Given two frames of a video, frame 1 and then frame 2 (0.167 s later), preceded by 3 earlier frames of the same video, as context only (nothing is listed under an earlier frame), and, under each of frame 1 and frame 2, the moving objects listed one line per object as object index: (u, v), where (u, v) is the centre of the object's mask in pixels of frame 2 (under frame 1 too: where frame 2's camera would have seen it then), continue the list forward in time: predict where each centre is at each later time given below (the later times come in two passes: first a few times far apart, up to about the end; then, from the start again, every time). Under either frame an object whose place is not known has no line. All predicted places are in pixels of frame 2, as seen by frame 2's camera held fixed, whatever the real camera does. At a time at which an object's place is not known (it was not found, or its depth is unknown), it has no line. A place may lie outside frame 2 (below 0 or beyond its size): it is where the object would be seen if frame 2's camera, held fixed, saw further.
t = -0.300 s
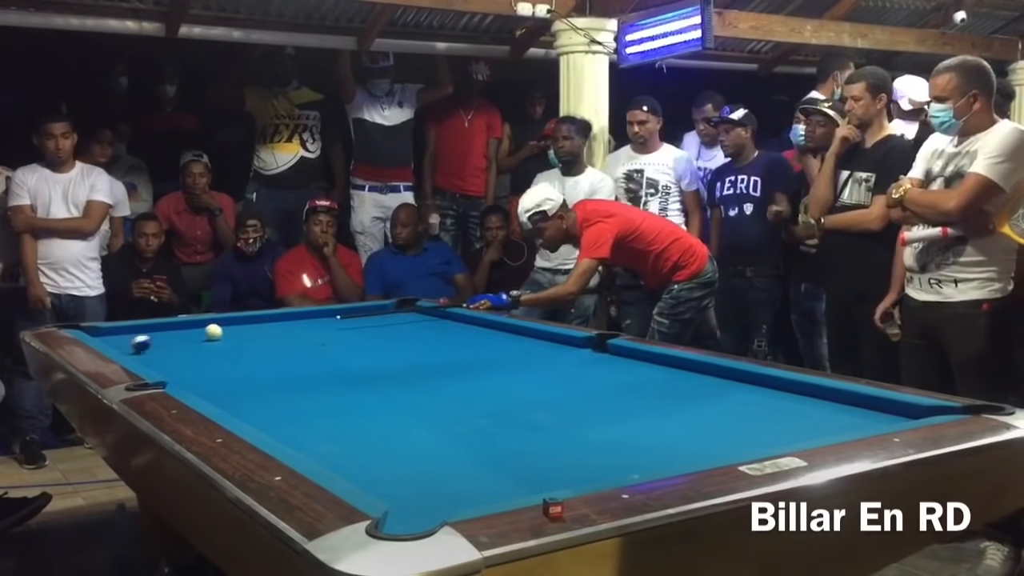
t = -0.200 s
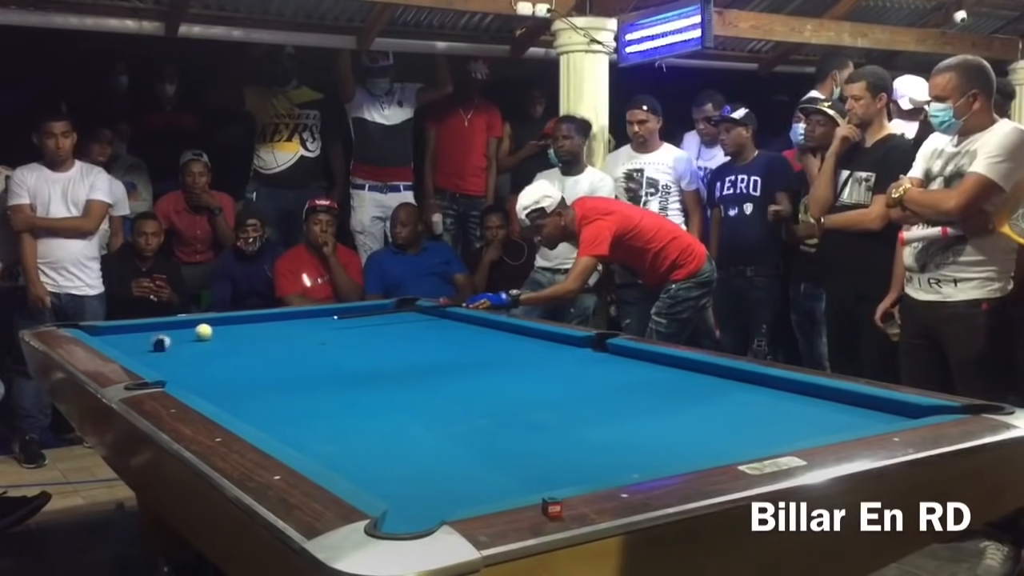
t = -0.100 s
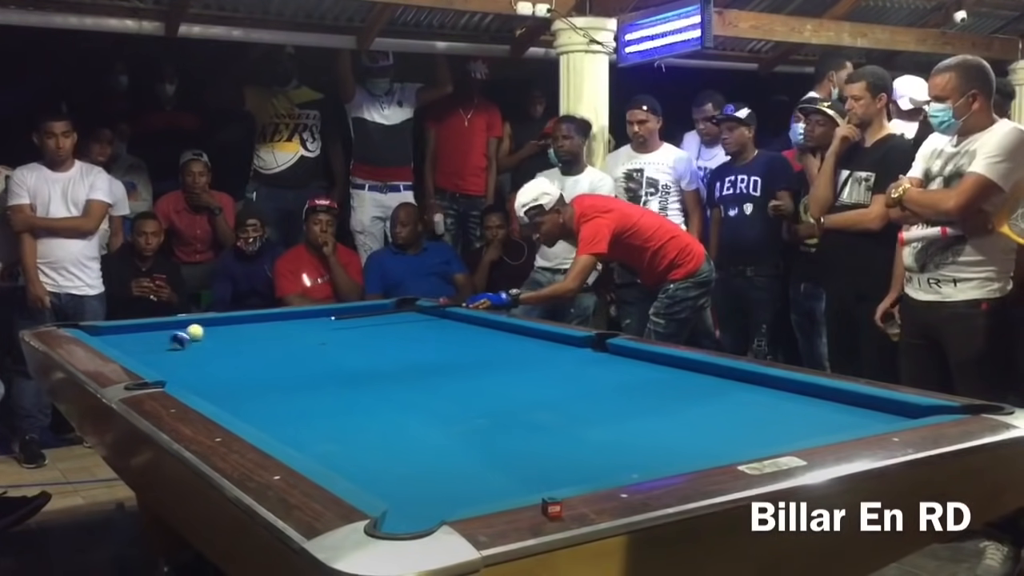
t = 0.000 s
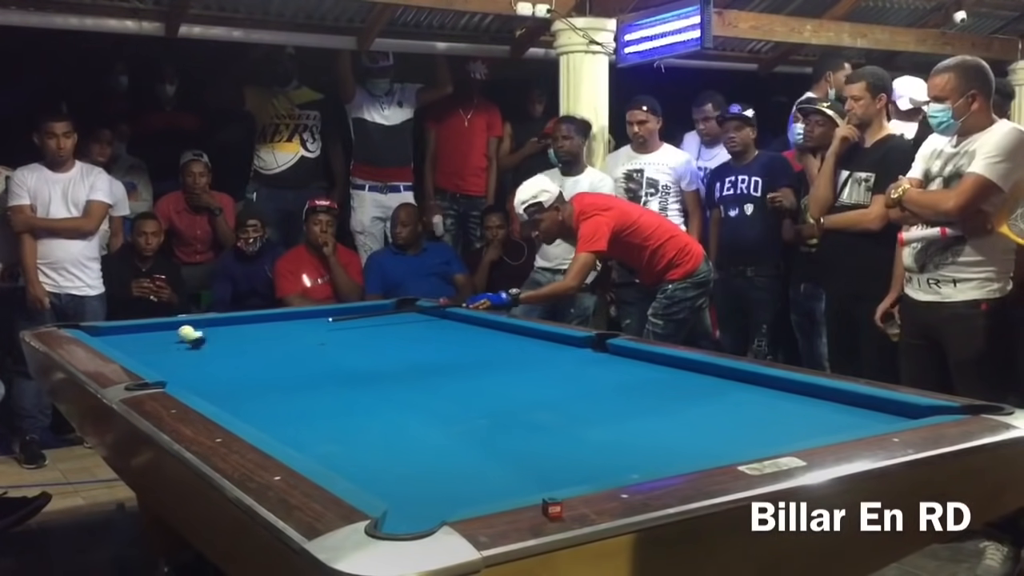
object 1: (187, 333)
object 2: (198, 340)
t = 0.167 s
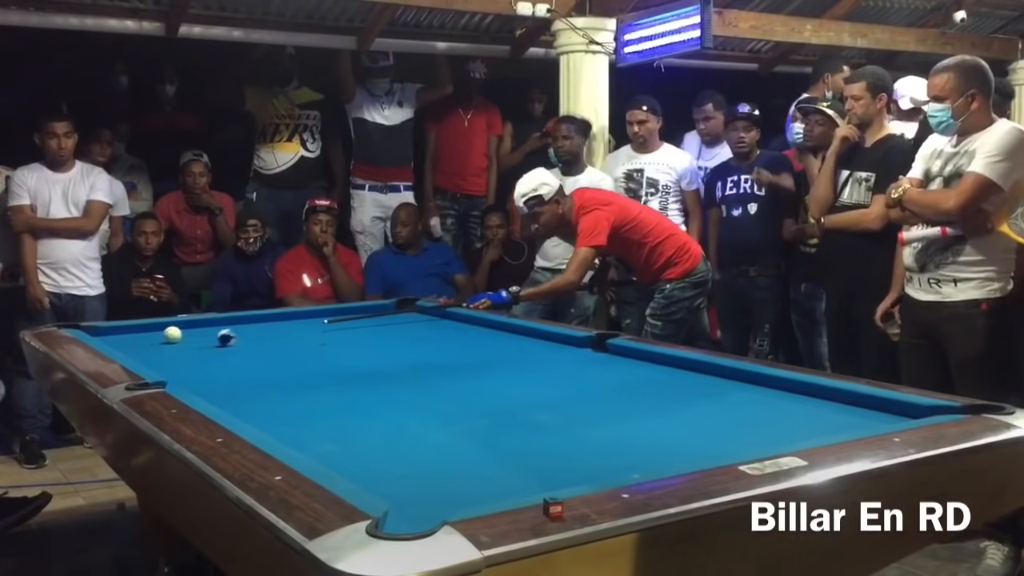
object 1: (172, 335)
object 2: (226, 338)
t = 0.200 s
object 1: (170, 335)
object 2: (232, 337)
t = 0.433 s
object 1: (151, 336)
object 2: (270, 335)
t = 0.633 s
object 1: (137, 337)
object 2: (298, 333)
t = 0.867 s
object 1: (122, 338)
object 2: (330, 331)
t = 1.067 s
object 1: (111, 338)
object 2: (354, 328)
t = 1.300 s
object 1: (104, 338)
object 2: (382, 326)
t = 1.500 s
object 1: (109, 337)
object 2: (404, 325)
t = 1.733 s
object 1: (114, 338)
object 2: (428, 322)
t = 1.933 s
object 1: (117, 338)
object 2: (447, 322)
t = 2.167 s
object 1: (119, 338)
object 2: (468, 320)
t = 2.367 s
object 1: (119, 338)
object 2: (465, 320)
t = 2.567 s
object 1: (119, 338)
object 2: (453, 321)
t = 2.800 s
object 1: (119, 338)
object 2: (444, 322)
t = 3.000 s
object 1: (119, 338)
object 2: (436, 323)
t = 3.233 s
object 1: (119, 338)
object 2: (428, 325)
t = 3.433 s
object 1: (119, 338)
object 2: (422, 324)
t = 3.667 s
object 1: (119, 338)
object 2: (416, 325)
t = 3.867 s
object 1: (119, 338)
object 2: (412, 326)
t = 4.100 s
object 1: (119, 338)
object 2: (409, 326)
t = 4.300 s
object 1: (119, 338)
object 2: (406, 327)
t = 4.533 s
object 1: (119, 338)
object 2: (406, 327)
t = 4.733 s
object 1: (119, 338)
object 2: (406, 327)
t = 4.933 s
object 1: (119, 338)
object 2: (406, 327)
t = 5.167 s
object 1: (119, 338)
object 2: (406, 327)
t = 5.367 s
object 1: (119, 338)
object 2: (406, 327)
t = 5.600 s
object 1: (119, 338)
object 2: (406, 327)
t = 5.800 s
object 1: (119, 338)
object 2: (406, 327)
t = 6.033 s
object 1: (119, 338)
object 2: (406, 327)
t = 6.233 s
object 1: (119, 338)
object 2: (406, 327)
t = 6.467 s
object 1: (119, 338)
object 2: (406, 327)
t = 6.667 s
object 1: (119, 338)
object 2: (406, 327)
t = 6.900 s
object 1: (119, 338)
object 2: (406, 327)
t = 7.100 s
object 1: (119, 338)
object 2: (406, 327)
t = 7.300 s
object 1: (119, 338)
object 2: (406, 327)
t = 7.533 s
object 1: (119, 338)
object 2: (406, 327)
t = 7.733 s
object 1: (119, 338)
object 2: (406, 327)
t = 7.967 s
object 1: (119, 338)
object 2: (406, 327)
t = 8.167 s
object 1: (119, 338)
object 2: (406, 327)
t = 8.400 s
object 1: (119, 338)
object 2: (406, 327)
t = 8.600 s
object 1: (119, 338)
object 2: (406, 327)
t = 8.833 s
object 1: (119, 338)
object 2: (406, 327)
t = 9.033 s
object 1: (119, 338)
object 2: (406, 327)
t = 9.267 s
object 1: (119, 338)
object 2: (406, 327)
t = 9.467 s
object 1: (119, 338)
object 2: (406, 327)
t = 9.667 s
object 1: (119, 338)
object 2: (406, 327)
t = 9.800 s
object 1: (119, 338)
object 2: (406, 327)
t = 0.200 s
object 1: (170, 335)
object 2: (232, 337)
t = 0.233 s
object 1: (167, 335)
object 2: (238, 337)
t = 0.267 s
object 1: (164, 335)
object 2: (243, 337)
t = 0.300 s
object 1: (162, 335)
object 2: (247, 336)
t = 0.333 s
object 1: (159, 335)
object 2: (252, 336)
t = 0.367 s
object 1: (157, 335)
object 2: (258, 335)
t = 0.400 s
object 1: (154, 336)
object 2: (264, 335)
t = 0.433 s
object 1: (151, 336)
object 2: (270, 335)
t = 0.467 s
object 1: (149, 336)
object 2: (274, 335)
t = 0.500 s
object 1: (147, 336)
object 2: (278, 334)
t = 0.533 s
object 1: (144, 336)
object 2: (283, 333)
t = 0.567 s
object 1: (142, 337)
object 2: (289, 332)
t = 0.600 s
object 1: (140, 337)
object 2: (295, 331)
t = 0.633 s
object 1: (137, 337)
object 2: (298, 333)
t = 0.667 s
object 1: (135, 337)
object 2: (301, 333)
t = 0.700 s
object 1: (133, 337)
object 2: (307, 332)
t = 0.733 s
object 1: (131, 337)
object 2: (312, 331)
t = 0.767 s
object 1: (128, 337)
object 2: (317, 331)
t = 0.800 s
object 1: (126, 338)
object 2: (322, 331)
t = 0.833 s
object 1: (125, 338)
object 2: (326, 331)
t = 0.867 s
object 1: (122, 338)
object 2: (330, 331)
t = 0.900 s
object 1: (120, 338)
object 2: (333, 329)
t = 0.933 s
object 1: (118, 338)
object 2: (339, 328)
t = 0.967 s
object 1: (116, 338)
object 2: (343, 329)
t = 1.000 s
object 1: (115, 338)
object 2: (349, 329)
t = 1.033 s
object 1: (113, 338)
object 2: (351, 329)
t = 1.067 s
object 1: (111, 338)
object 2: (354, 328)
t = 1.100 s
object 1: (110, 338)
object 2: (359, 328)
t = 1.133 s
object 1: (108, 338)
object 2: (363, 327)
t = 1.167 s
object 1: (106, 338)
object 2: (368, 327)
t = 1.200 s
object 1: (104, 338)
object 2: (373, 327)
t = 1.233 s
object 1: (103, 337)
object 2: (376, 327)
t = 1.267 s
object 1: (103, 338)
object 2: (379, 327)
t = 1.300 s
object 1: (104, 338)
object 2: (382, 326)
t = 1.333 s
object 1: (105, 337)
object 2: (387, 325)
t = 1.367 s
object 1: (106, 337)
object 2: (390, 325)
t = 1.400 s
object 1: (107, 337)
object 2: (395, 325)
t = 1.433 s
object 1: (107, 337)
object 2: (398, 325)
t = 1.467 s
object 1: (108, 337)
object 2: (401, 325)
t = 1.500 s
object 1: (109, 337)
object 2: (404, 325)
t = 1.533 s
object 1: (110, 338)
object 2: (408, 324)
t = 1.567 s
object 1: (111, 338)
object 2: (412, 323)
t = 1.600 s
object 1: (112, 338)
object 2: (416, 323)
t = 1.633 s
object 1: (112, 338)
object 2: (421, 323)
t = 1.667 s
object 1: (113, 338)
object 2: (423, 323)
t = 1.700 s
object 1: (113, 338)
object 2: (425, 323)
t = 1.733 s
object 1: (114, 338)
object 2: (428, 322)
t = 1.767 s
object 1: (115, 338)
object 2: (431, 322)
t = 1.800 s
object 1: (115, 338)
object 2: (435, 322)
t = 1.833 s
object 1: (116, 338)
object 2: (439, 322)
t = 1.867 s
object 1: (116, 338)
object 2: (442, 321)
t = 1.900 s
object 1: (116, 338)
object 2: (445, 322)
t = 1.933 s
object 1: (117, 338)
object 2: (447, 322)
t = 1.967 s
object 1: (117, 338)
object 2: (450, 321)
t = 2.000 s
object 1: (118, 338)
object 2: (453, 321)
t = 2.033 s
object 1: (118, 338)
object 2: (456, 320)
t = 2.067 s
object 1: (118, 338)
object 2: (459, 320)
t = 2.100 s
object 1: (118, 338)
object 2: (463, 320)
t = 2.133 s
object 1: (118, 338)
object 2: (466, 320)
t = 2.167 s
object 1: (119, 338)
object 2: (468, 320)
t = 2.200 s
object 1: (119, 338)
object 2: (470, 320)
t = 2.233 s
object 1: (119, 338)
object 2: (470, 320)
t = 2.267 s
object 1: (119, 338)
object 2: (469, 320)
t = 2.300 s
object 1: (119, 338)
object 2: (468, 320)
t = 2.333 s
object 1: (119, 338)
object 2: (466, 321)
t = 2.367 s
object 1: (119, 338)
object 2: (465, 320)
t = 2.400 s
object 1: (119, 338)
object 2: (462, 320)
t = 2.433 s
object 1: (119, 338)
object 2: (461, 320)
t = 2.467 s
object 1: (119, 338)
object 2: (458, 320)
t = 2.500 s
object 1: (119, 338)
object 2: (457, 321)
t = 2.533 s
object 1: (119, 338)
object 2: (455, 321)
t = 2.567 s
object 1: (119, 338)
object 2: (453, 321)
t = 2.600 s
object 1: (119, 338)
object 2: (452, 322)
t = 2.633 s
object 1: (119, 338)
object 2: (450, 322)
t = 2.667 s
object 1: (119, 338)
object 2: (448, 323)
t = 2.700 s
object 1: (119, 338)
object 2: (448, 323)
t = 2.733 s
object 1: (119, 338)
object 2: (447, 323)
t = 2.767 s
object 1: (119, 338)
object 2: (446, 323)
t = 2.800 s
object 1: (119, 338)
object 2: (444, 322)
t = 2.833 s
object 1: (119, 338)
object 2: (442, 322)
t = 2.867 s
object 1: (119, 338)
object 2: (441, 322)
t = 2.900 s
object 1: (119, 338)
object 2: (440, 323)
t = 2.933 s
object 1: (119, 338)
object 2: (438, 323)
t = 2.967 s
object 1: (119, 338)
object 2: (437, 323)
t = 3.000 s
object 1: (119, 338)
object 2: (436, 323)
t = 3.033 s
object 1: (119, 338)
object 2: (434, 323)
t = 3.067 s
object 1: (119, 338)
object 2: (433, 324)
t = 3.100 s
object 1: (119, 338)
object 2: (432, 324)
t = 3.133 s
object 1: (119, 338)
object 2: (431, 324)
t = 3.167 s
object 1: (119, 338)
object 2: (430, 324)
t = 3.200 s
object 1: (119, 338)
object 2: (429, 324)
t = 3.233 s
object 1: (119, 338)
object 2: (428, 325)
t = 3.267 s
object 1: (119, 338)
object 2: (427, 325)
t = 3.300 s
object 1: (119, 338)
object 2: (426, 325)
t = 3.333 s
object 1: (119, 338)
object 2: (425, 325)
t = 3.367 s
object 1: (119, 338)
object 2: (424, 324)
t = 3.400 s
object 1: (119, 338)
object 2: (423, 324)
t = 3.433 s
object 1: (119, 338)
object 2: (422, 324)
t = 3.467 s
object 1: (119, 338)
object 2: (421, 325)
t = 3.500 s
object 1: (119, 338)
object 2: (420, 325)
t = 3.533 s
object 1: (119, 338)
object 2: (419, 325)
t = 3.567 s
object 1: (119, 338)
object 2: (418, 325)
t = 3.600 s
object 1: (119, 338)
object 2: (417, 325)
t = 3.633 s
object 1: (119, 338)
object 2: (417, 325)
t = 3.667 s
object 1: (119, 338)
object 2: (416, 325)
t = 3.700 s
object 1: (119, 338)
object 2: (415, 325)
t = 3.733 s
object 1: (119, 338)
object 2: (414, 325)
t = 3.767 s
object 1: (119, 338)
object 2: (414, 326)
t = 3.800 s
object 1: (119, 338)
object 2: (413, 325)
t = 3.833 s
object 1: (119, 338)
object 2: (413, 326)
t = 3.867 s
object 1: (119, 338)
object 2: (412, 326)
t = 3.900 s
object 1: (119, 338)
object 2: (411, 326)
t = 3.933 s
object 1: (119, 338)
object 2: (411, 326)
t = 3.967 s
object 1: (119, 338)
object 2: (410, 326)
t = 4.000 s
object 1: (119, 338)
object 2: (410, 326)
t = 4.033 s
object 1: (119, 338)
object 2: (409, 326)
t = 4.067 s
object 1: (119, 338)
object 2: (409, 326)
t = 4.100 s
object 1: (119, 338)
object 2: (409, 326)
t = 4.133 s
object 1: (119, 338)
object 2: (408, 326)
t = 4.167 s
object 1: (119, 338)
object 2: (408, 326)
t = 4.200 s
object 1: (119, 338)
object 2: (408, 326)
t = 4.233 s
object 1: (119, 338)
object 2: (407, 327)
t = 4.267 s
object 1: (119, 338)
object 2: (407, 327)
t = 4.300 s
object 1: (119, 338)
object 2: (406, 327)
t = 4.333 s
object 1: (119, 338)
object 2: (406, 327)
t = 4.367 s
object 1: (119, 338)
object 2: (406, 327)
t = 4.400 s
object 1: (119, 338)
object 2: (406, 327)
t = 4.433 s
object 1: (119, 338)
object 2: (406, 327)
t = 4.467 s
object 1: (119, 338)
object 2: (406, 327)
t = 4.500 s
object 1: (119, 338)
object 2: (406, 327)
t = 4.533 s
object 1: (119, 338)
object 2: (406, 327)
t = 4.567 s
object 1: (119, 338)
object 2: (406, 327)
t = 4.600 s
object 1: (119, 338)
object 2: (406, 327)
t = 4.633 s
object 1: (119, 338)
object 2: (406, 327)
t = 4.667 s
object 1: (119, 338)
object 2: (406, 327)
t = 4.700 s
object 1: (119, 338)
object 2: (406, 327)
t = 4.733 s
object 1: (119, 338)
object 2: (406, 327)
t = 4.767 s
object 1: (119, 338)
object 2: (406, 327)
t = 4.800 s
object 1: (119, 338)
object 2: (406, 327)
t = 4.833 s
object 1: (119, 338)
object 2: (406, 327)
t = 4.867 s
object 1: (119, 338)
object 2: (406, 327)
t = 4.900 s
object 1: (119, 338)
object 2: (406, 327)
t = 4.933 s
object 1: (119, 338)
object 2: (406, 327)
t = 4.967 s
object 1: (119, 338)
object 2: (406, 327)
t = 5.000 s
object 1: (119, 337)
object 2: (406, 327)
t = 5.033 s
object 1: (119, 338)
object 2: (406, 327)
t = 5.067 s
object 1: (119, 338)
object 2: (406, 327)
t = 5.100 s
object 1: (119, 338)
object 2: (406, 327)
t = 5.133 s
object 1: (119, 338)
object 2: (406, 327)
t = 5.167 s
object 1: (119, 338)
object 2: (406, 327)
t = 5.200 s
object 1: (119, 338)
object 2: (406, 327)
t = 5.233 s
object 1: (119, 338)
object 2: (406, 327)
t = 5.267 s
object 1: (119, 338)
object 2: (406, 327)
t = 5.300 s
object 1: (119, 338)
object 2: (406, 327)
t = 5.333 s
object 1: (119, 338)
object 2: (406, 327)
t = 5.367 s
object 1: (119, 338)
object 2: (406, 327)
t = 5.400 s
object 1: (119, 338)
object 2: (406, 327)
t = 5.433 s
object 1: (119, 338)
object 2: (406, 327)
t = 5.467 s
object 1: (119, 338)
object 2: (406, 327)
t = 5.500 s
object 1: (119, 338)
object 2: (406, 327)
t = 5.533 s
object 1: (119, 338)
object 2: (406, 327)
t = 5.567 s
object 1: (119, 338)
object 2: (406, 327)
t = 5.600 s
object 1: (119, 338)
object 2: (406, 327)
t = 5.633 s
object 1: (119, 338)
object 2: (406, 327)
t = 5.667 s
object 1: (119, 338)
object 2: (406, 327)
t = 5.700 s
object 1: (119, 338)
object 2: (406, 327)
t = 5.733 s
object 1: (119, 338)
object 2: (406, 327)
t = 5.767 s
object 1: (119, 338)
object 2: (406, 327)
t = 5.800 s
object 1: (119, 338)
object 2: (406, 327)
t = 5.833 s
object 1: (119, 338)
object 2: (406, 327)
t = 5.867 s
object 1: (119, 338)
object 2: (406, 327)
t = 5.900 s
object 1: (119, 338)
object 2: (406, 327)
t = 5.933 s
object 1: (119, 338)
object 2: (406, 327)
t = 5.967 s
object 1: (119, 338)
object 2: (406, 327)
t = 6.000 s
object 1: (119, 338)
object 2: (406, 327)
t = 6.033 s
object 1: (119, 338)
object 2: (406, 327)
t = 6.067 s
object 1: (119, 338)
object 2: (406, 327)
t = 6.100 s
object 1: (119, 338)
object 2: (406, 327)
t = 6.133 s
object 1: (119, 338)
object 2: (406, 327)
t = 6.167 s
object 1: (119, 338)
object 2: (406, 327)
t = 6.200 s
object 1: (119, 338)
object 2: (406, 327)
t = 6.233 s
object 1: (119, 338)
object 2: (406, 327)
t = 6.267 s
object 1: (119, 338)
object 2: (406, 327)
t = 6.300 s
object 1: (119, 338)
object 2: (406, 327)
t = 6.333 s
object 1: (119, 338)
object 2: (406, 327)
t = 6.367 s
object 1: (119, 338)
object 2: (406, 327)
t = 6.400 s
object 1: (119, 338)
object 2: (406, 327)
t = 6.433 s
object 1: (119, 338)
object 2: (406, 327)
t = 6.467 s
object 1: (119, 338)
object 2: (406, 327)
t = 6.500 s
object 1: (119, 338)
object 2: (406, 327)
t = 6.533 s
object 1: (119, 338)
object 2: (406, 327)
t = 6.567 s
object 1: (119, 338)
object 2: (406, 327)
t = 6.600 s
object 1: (119, 338)
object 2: (406, 327)
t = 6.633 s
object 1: (119, 338)
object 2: (406, 327)
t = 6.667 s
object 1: (119, 338)
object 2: (406, 327)
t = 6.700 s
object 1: (119, 338)
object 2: (406, 327)
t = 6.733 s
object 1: (119, 338)
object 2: (406, 327)
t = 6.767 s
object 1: (119, 338)
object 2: (406, 327)
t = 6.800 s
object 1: (119, 338)
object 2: (406, 327)
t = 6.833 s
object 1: (119, 338)
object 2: (406, 327)
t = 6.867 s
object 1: (119, 338)
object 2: (406, 327)
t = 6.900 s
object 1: (119, 338)
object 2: (406, 327)
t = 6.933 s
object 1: (119, 338)
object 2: (406, 327)
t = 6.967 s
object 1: (119, 338)
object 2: (406, 327)
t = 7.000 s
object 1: (119, 338)
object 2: (406, 327)
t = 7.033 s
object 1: (119, 338)
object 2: (406, 327)
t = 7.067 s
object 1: (119, 338)
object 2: (406, 327)
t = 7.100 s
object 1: (119, 338)
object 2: (406, 327)
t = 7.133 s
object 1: (119, 338)
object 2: (406, 327)
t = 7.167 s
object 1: (119, 338)
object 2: (406, 327)
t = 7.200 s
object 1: (119, 338)
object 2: (406, 327)
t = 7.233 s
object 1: (119, 338)
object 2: (406, 327)
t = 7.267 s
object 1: (119, 338)
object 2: (406, 327)
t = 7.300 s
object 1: (119, 338)
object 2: (406, 327)
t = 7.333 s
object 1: (119, 338)
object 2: (406, 327)
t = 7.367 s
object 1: (119, 338)
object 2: (406, 327)
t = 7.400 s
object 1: (119, 338)
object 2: (406, 327)
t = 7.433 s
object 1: (119, 338)
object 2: (406, 327)
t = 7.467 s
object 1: (119, 338)
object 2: (406, 327)
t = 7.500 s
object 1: (119, 338)
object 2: (406, 327)
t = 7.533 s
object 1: (119, 338)
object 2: (406, 327)
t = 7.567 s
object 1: (119, 338)
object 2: (406, 327)
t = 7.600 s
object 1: (119, 338)
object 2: (406, 327)
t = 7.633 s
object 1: (119, 338)
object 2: (406, 327)
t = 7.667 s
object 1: (119, 338)
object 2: (406, 327)
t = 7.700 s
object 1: (119, 338)
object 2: (406, 327)
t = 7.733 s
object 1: (119, 338)
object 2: (406, 327)
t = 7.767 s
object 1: (119, 338)
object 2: (406, 327)
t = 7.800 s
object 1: (119, 338)
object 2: (406, 327)
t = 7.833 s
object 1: (119, 338)
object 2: (406, 327)
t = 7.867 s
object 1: (119, 338)
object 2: (406, 327)
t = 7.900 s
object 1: (119, 338)
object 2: (406, 327)
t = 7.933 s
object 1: (119, 338)
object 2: (406, 327)
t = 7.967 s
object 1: (119, 338)
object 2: (406, 327)
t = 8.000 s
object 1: (119, 338)
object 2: (406, 327)
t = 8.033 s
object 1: (119, 338)
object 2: (406, 327)
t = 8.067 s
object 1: (119, 338)
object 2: (406, 327)
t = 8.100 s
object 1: (119, 338)
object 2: (406, 327)
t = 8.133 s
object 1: (119, 338)
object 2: (406, 327)
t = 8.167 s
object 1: (119, 338)
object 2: (406, 327)
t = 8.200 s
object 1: (119, 338)
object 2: (406, 327)
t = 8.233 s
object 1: (119, 338)
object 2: (406, 327)
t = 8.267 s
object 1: (119, 338)
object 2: (406, 327)
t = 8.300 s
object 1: (119, 338)
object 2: (406, 327)
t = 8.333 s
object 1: (119, 338)
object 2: (406, 327)
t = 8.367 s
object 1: (119, 338)
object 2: (406, 327)
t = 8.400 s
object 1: (119, 338)
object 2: (406, 327)
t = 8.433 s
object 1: (119, 338)
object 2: (406, 327)
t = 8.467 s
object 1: (119, 338)
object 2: (406, 327)
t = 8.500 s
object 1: (119, 338)
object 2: (406, 327)
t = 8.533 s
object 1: (119, 338)
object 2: (406, 327)
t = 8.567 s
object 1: (119, 338)
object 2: (406, 327)
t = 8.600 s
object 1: (119, 338)
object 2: (406, 327)
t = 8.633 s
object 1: (119, 338)
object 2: (406, 327)
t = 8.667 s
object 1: (119, 338)
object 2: (406, 327)
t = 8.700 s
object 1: (119, 338)
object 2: (406, 327)
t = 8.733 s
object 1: (119, 338)
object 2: (406, 327)
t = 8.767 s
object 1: (119, 338)
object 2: (406, 327)
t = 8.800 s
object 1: (119, 338)
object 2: (406, 327)
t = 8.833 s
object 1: (119, 338)
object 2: (406, 327)
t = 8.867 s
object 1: (119, 338)
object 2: (406, 327)
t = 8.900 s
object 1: (119, 338)
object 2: (406, 327)
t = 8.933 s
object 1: (119, 338)
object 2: (406, 327)
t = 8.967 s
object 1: (119, 338)
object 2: (406, 327)
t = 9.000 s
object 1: (119, 338)
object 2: (406, 327)
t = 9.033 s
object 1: (119, 338)
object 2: (406, 327)
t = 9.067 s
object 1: (119, 338)
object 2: (406, 327)
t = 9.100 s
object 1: (119, 338)
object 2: (406, 327)
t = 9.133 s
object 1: (119, 338)
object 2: (406, 327)
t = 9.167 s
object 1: (119, 338)
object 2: (406, 327)
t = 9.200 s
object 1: (119, 338)
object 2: (406, 327)
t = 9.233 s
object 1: (119, 338)
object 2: (406, 327)
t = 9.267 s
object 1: (119, 338)
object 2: (406, 327)
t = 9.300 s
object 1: (119, 338)
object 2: (406, 327)
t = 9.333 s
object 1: (119, 338)
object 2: (406, 327)
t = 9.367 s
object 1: (119, 338)
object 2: (406, 327)
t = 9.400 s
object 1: (119, 338)
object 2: (406, 327)
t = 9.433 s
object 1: (119, 338)
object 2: (406, 327)
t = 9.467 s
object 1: (119, 338)
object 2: (406, 327)
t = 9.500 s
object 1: (119, 338)
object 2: (406, 327)
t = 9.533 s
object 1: (119, 338)
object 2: (406, 327)
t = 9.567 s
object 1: (119, 338)
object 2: (406, 327)
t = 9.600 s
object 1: (119, 338)
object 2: (406, 327)
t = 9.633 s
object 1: (119, 338)
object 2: (406, 327)
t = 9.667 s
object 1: (119, 338)
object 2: (406, 327)
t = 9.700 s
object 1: (119, 338)
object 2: (406, 327)
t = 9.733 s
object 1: (119, 338)
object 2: (406, 327)
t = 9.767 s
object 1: (119, 338)
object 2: (406, 327)
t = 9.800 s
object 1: (119, 338)
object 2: (406, 327)
